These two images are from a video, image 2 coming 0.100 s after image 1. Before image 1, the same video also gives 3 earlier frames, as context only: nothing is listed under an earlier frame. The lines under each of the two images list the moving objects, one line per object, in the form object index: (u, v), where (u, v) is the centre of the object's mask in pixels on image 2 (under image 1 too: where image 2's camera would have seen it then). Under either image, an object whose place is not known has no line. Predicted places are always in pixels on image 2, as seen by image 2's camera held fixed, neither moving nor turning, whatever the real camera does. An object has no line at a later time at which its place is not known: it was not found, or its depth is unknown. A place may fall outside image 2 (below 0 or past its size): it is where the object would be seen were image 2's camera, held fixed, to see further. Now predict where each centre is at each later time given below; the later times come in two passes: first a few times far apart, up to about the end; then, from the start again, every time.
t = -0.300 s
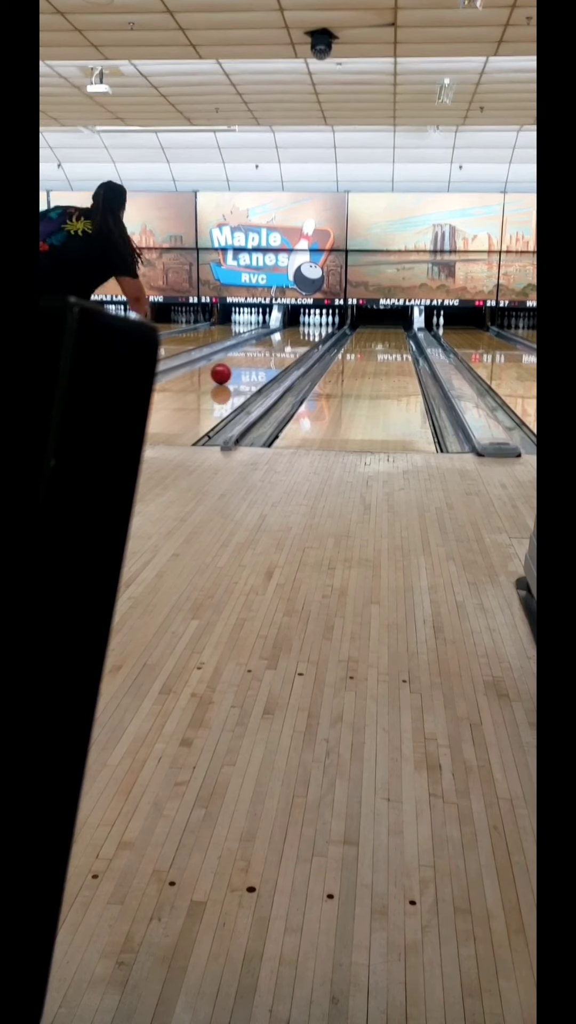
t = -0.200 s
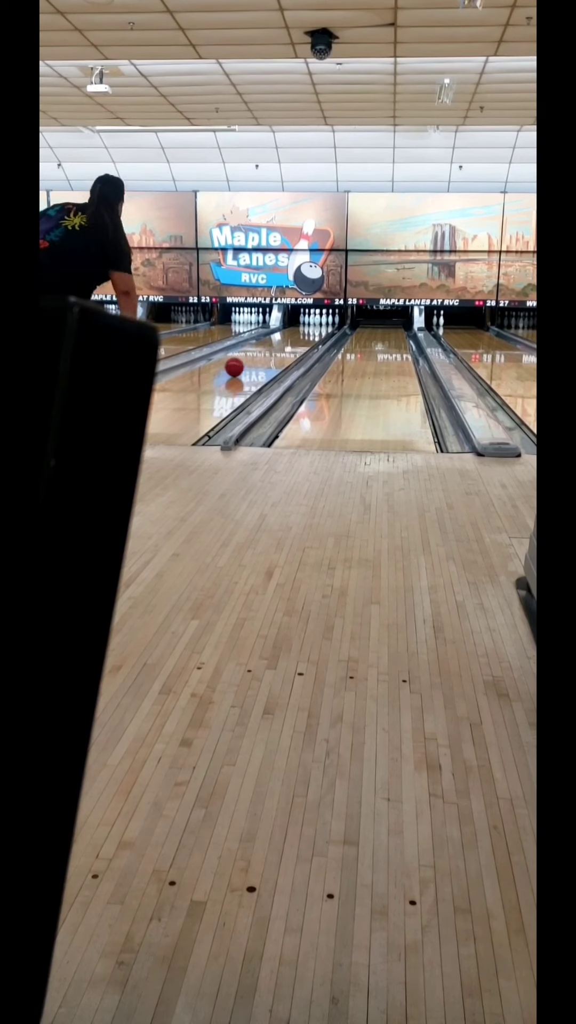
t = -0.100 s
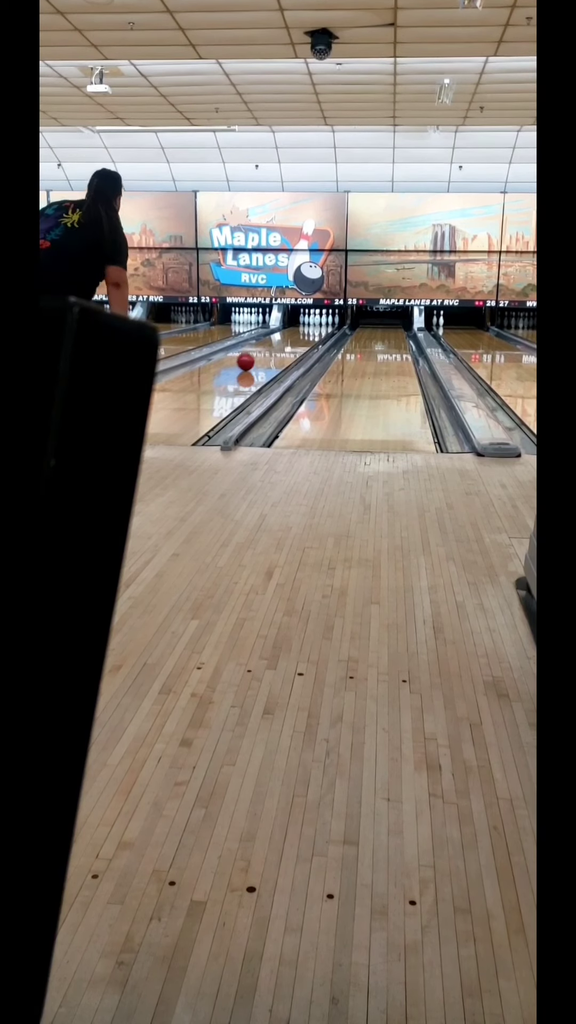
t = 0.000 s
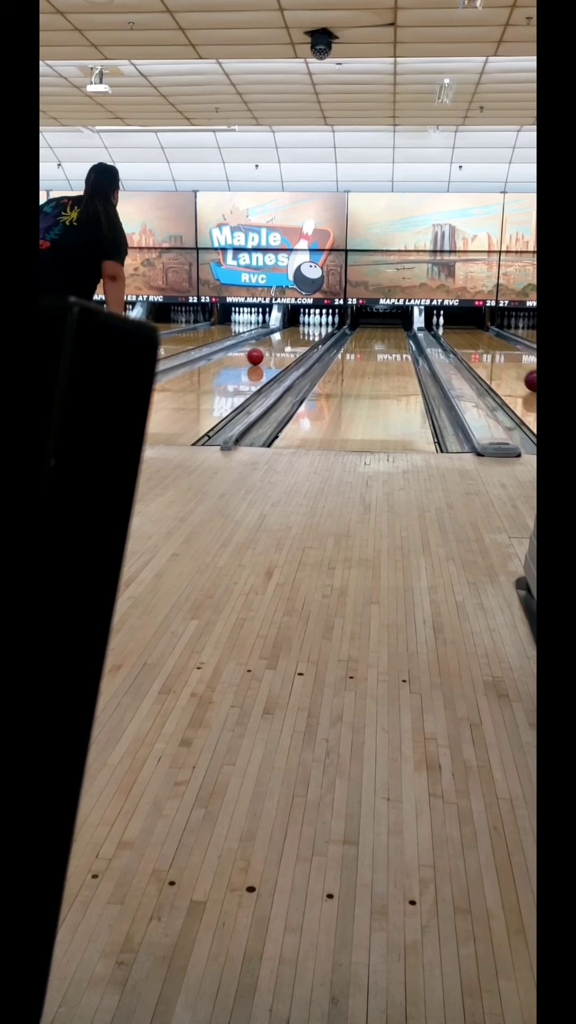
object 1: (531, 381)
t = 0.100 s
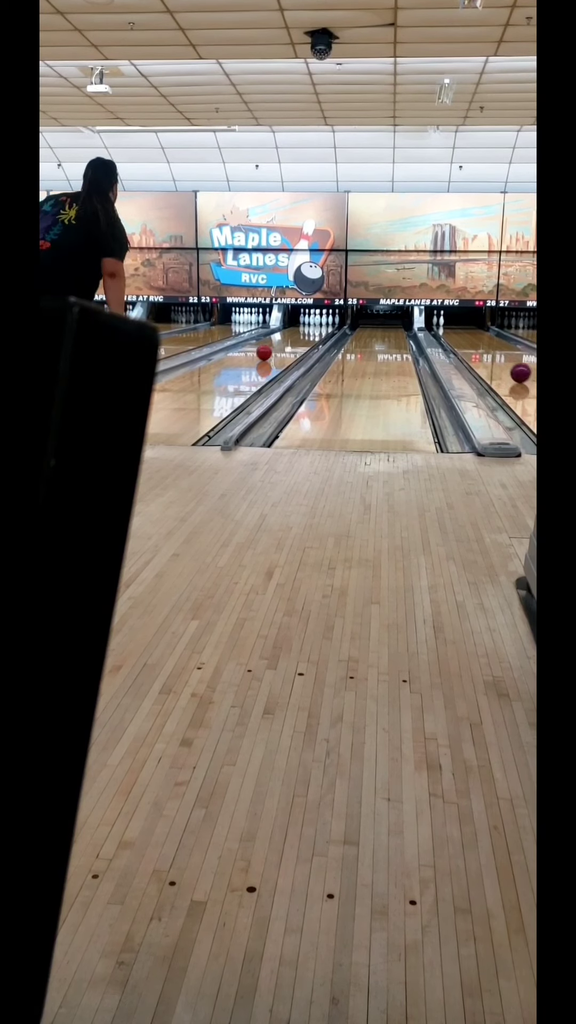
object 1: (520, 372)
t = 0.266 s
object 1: (500, 362)
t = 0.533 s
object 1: (477, 350)
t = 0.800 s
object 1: (461, 341)
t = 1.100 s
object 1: (449, 333)
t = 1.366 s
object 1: (442, 329)
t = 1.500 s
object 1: (439, 327)
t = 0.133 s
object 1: (516, 370)
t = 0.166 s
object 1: (512, 368)
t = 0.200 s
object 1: (508, 366)
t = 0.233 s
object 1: (504, 364)
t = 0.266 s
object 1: (500, 362)
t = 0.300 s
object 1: (497, 360)
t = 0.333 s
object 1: (494, 358)
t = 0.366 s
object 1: (490, 357)
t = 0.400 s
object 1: (488, 355)
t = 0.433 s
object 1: (485, 354)
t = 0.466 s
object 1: (482, 353)
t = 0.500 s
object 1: (480, 351)
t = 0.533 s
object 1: (477, 350)
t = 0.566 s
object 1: (475, 348)
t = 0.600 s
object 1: (473, 347)
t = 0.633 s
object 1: (471, 346)
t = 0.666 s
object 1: (469, 344)
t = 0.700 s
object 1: (467, 343)
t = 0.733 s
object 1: (465, 342)
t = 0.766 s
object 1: (463, 342)
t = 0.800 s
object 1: (461, 341)
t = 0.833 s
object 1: (460, 340)
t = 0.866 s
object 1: (458, 339)
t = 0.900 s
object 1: (457, 338)
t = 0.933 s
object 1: (455, 338)
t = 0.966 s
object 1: (454, 337)
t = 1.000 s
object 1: (452, 335)
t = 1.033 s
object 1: (451, 335)
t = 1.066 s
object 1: (450, 334)
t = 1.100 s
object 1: (449, 333)
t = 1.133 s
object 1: (448, 332)
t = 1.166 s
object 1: (447, 332)
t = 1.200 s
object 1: (446, 331)
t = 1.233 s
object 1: (445, 331)
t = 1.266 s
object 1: (444, 330)
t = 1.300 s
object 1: (443, 329)
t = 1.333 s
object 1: (443, 329)
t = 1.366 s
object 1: (442, 329)
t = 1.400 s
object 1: (441, 328)
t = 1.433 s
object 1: (440, 328)
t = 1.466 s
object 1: (439, 328)
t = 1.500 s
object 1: (439, 327)
